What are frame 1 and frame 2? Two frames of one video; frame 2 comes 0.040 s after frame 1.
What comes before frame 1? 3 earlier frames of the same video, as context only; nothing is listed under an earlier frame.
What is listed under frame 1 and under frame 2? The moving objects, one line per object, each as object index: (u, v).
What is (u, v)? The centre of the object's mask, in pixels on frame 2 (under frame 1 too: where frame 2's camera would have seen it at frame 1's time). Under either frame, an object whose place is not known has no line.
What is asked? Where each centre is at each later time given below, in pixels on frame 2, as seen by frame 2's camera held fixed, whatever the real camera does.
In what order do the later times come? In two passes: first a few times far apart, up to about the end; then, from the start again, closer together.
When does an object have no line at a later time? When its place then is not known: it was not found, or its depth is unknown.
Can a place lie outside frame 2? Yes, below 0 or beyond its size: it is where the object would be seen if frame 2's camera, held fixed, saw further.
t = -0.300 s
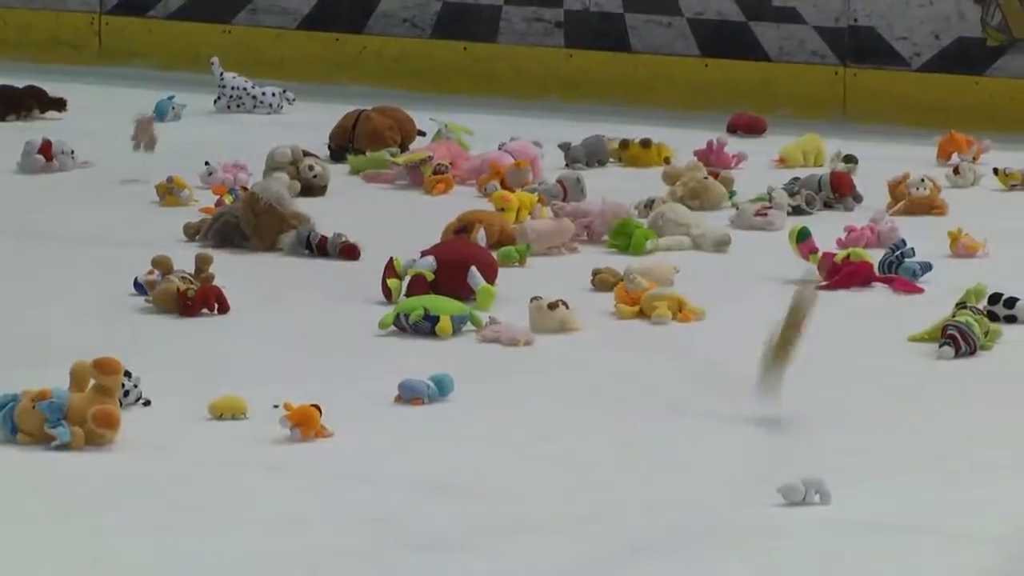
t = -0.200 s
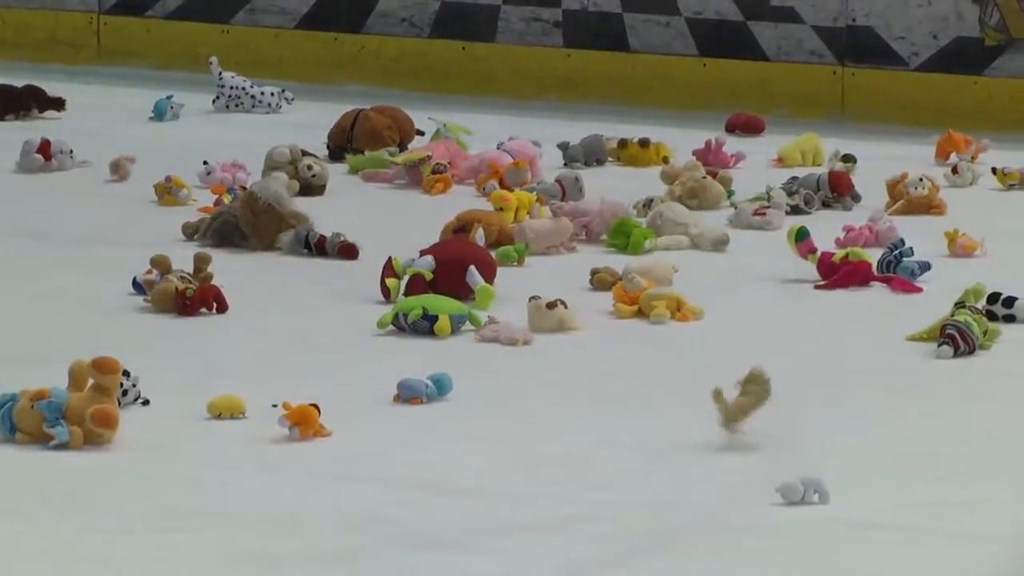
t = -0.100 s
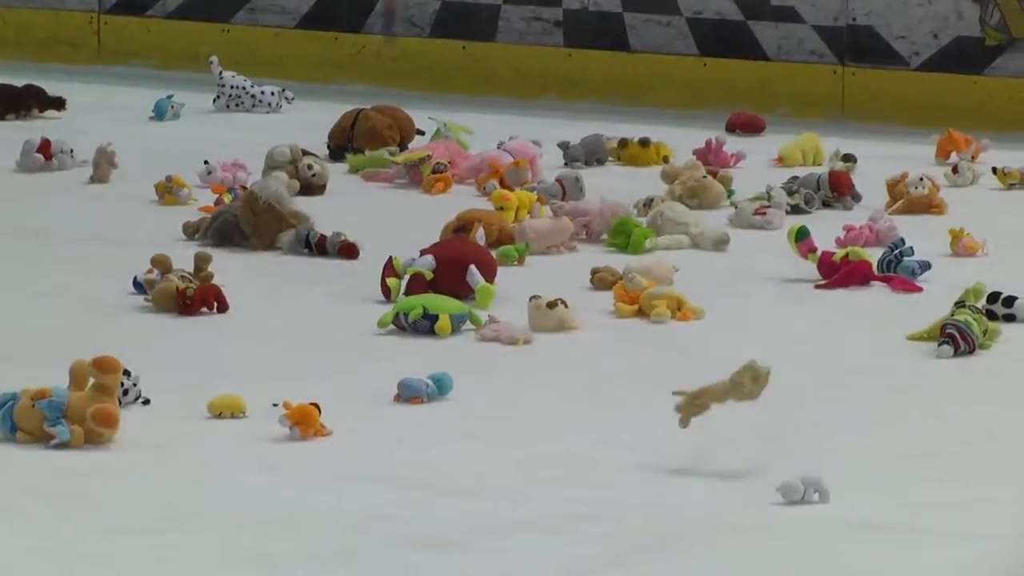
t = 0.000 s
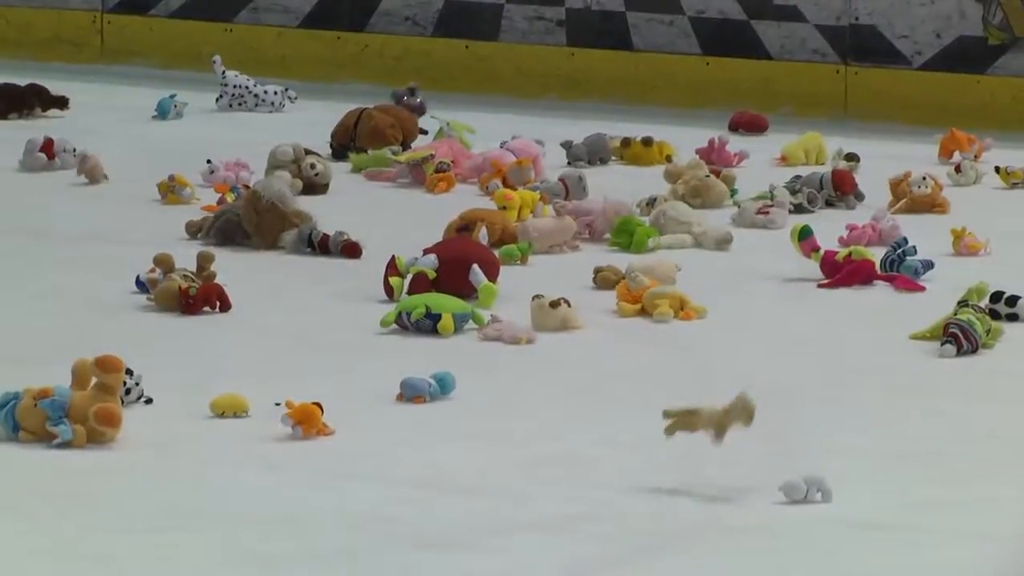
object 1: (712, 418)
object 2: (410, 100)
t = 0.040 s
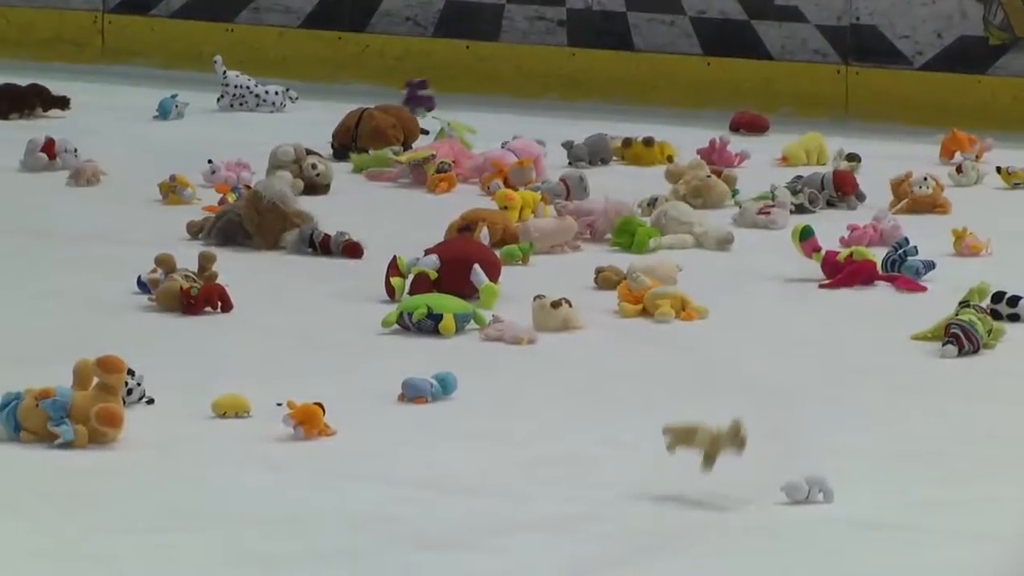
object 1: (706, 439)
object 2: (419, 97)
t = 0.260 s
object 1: (685, 522)
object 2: (467, 111)
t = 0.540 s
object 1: (682, 544)
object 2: (491, 121)
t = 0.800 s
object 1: (682, 545)
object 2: (481, 117)
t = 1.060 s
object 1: (681, 545)
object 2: (481, 117)
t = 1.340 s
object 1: (682, 545)
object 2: (480, 117)
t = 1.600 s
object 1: (682, 545)
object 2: (481, 117)
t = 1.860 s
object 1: (682, 545)
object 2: (481, 116)
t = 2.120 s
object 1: (682, 545)
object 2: (482, 116)
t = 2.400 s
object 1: (682, 545)
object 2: (481, 116)
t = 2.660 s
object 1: (682, 545)
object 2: (482, 116)
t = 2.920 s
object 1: (682, 545)
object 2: (481, 116)
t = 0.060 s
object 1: (703, 453)
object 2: (422, 96)
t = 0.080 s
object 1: (700, 467)
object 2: (427, 95)
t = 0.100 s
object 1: (697, 483)
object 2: (430, 95)
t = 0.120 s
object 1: (695, 498)
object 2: (435, 97)
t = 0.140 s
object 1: (692, 507)
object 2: (442, 97)
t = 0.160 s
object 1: (691, 511)
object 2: (444, 101)
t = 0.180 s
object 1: (688, 513)
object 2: (451, 104)
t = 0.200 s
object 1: (686, 515)
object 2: (457, 107)
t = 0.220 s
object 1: (685, 517)
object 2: (461, 110)
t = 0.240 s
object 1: (685, 520)
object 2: (465, 110)
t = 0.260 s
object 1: (685, 522)
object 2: (467, 111)
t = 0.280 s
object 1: (685, 525)
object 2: (470, 113)
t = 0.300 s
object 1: (684, 528)
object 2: (474, 114)
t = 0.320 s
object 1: (684, 531)
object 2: (476, 115)
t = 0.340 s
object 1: (683, 533)
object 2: (479, 117)
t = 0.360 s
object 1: (683, 535)
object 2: (480, 118)
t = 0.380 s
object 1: (683, 536)
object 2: (482, 120)
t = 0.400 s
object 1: (683, 537)
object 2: (486, 122)
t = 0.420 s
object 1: (682, 539)
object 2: (487, 122)
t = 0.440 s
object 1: (682, 540)
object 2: (485, 120)
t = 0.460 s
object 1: (682, 541)
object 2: (489, 122)
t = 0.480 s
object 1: (682, 542)
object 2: (487, 119)
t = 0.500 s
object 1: (682, 543)
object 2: (488, 119)
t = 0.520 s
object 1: (682, 544)
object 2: (491, 122)
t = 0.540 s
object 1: (682, 544)
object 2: (491, 121)
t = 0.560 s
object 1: (682, 545)
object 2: (492, 121)
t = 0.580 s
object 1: (681, 545)
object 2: (492, 121)
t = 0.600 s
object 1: (682, 545)
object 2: (492, 120)
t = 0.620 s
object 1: (682, 545)
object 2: (492, 122)
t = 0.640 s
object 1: (682, 545)
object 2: (490, 119)
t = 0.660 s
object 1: (681, 545)
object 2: (489, 119)
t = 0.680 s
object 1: (681, 545)
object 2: (488, 118)
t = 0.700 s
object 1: (681, 545)
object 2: (487, 118)
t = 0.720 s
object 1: (681, 545)
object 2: (486, 118)
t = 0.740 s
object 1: (681, 545)
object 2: (486, 118)
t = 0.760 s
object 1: (681, 545)
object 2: (481, 117)
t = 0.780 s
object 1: (681, 545)
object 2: (481, 117)
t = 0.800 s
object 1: (682, 545)
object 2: (481, 117)
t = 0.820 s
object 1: (682, 545)
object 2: (481, 117)
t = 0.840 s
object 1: (682, 545)
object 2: (481, 117)
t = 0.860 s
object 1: (681, 545)
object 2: (481, 117)
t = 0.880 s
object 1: (682, 545)
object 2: (481, 117)
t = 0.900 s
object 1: (682, 545)
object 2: (481, 117)
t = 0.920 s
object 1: (682, 545)
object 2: (481, 117)
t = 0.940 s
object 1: (682, 545)
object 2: (481, 117)
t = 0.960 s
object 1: (682, 545)
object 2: (481, 117)
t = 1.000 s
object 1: (681, 545)
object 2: (480, 117)
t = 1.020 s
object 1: (681, 545)
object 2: (480, 117)
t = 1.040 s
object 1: (681, 545)
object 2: (481, 117)
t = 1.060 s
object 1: (681, 545)
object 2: (481, 117)
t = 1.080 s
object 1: (681, 545)
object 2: (480, 117)
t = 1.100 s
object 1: (682, 545)
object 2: (481, 117)
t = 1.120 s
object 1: (681, 545)
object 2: (481, 117)
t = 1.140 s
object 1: (681, 545)
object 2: (481, 117)
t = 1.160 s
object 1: (681, 545)
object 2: (481, 117)
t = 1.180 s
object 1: (681, 545)
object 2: (481, 117)
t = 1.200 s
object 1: (682, 545)
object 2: (481, 117)
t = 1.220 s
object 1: (682, 545)
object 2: (481, 117)
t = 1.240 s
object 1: (681, 545)
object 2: (481, 117)
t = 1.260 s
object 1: (682, 545)
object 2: (481, 117)
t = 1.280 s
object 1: (682, 545)
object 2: (481, 117)
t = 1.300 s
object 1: (682, 545)
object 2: (481, 117)
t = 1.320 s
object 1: (682, 545)
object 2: (480, 117)
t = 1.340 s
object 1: (682, 545)
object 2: (480, 117)
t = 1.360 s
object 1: (682, 545)
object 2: (481, 117)
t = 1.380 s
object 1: (682, 545)
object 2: (481, 117)
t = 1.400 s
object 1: (682, 545)
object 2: (481, 117)
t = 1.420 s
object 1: (682, 545)
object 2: (481, 117)
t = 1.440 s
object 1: (682, 545)
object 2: (481, 117)
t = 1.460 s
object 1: (681, 545)
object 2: (481, 117)
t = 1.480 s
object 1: (682, 545)
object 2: (481, 117)
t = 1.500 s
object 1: (682, 545)
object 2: (481, 117)
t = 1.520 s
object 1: (682, 545)
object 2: (481, 117)
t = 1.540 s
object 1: (682, 545)
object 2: (481, 117)
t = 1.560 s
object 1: (682, 545)
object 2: (481, 117)
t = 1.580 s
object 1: (682, 545)
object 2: (481, 117)
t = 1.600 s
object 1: (682, 545)
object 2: (481, 117)
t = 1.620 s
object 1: (682, 545)
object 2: (481, 117)
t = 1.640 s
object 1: (682, 545)
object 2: (481, 117)
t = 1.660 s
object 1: (682, 545)
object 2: (481, 117)
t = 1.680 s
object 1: (682, 545)
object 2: (481, 117)
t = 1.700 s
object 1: (682, 545)
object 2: (481, 117)
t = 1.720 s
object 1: (682, 545)
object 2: (482, 116)
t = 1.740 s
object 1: (681, 545)
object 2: (482, 116)
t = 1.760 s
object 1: (682, 545)
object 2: (482, 116)
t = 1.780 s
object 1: (682, 545)
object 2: (481, 116)
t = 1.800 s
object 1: (682, 545)
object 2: (481, 116)
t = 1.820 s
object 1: (682, 545)
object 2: (482, 116)
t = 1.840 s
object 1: (682, 545)
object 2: (482, 116)
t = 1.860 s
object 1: (682, 545)
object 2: (481, 116)
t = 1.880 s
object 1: (682, 545)
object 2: (482, 116)
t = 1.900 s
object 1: (682, 545)
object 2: (482, 116)
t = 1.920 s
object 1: (682, 545)
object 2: (481, 116)
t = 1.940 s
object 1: (682, 545)
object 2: (481, 116)
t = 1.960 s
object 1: (682, 545)
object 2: (481, 116)
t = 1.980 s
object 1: (682, 545)
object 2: (481, 116)
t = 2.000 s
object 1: (681, 545)
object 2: (482, 116)
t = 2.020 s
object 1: (682, 545)
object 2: (482, 116)
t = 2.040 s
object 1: (682, 545)
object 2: (481, 116)
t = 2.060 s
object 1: (682, 545)
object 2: (481, 116)
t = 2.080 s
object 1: (682, 545)
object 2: (481, 116)
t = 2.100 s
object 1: (682, 545)
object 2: (481, 116)
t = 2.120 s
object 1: (682, 545)
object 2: (482, 116)
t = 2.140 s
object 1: (682, 545)
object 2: (482, 116)
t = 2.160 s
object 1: (682, 545)
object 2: (482, 116)
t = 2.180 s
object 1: (682, 545)
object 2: (481, 116)
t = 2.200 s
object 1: (682, 545)
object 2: (482, 116)
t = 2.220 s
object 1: (682, 545)
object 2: (482, 116)
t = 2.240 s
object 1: (682, 545)
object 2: (481, 116)
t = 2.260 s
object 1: (682, 545)
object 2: (481, 116)
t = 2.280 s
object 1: (682, 545)
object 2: (482, 116)
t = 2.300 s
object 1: (682, 545)
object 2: (481, 116)
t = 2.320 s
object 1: (682, 545)
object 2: (481, 116)
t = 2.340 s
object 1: (682, 545)
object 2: (481, 116)
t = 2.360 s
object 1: (682, 545)
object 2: (481, 116)
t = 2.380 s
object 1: (682, 545)
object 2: (481, 116)
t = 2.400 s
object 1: (682, 545)
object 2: (481, 116)
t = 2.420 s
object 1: (682, 545)
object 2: (481, 116)
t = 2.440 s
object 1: (682, 545)
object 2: (481, 116)
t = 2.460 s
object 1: (682, 545)
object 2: (481, 116)
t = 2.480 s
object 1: (682, 545)
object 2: (481, 116)
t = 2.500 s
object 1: (682, 545)
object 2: (481, 116)
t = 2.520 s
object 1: (682, 545)
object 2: (482, 116)
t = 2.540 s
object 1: (682, 545)
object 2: (481, 116)
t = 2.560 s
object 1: (682, 545)
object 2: (481, 116)
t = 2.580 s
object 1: (682, 545)
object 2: (481, 116)
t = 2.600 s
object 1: (682, 545)
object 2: (481, 116)
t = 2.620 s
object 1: (682, 545)
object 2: (481, 116)
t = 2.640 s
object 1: (682, 545)
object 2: (481, 116)
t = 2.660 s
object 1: (682, 545)
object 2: (482, 116)
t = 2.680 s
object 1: (682, 545)
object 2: (481, 116)
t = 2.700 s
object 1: (682, 545)
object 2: (481, 116)
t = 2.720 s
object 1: (682, 545)
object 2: (481, 116)
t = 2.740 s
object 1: (682, 545)
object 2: (481, 116)
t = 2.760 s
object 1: (682, 545)
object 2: (481, 116)
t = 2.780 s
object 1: (682, 545)
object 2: (481, 116)
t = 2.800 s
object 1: (682, 545)
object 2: (481, 116)
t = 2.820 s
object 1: (682, 545)
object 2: (481, 116)
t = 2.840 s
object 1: (682, 545)
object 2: (481, 116)
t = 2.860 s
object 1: (682, 545)
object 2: (481, 116)
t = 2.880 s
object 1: (682, 545)
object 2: (481, 116)
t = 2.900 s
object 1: (682, 545)
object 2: (481, 116)
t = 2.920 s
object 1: (682, 545)
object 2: (481, 116)
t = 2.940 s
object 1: (682, 545)
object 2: (481, 116)
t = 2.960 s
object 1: (682, 545)
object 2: (481, 116)
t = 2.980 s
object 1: (682, 545)
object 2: (481, 116)
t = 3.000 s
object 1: (682, 545)
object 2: (481, 116)
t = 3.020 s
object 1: (682, 545)
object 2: (481, 116)
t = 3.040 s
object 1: (682, 545)
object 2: (481, 116)
